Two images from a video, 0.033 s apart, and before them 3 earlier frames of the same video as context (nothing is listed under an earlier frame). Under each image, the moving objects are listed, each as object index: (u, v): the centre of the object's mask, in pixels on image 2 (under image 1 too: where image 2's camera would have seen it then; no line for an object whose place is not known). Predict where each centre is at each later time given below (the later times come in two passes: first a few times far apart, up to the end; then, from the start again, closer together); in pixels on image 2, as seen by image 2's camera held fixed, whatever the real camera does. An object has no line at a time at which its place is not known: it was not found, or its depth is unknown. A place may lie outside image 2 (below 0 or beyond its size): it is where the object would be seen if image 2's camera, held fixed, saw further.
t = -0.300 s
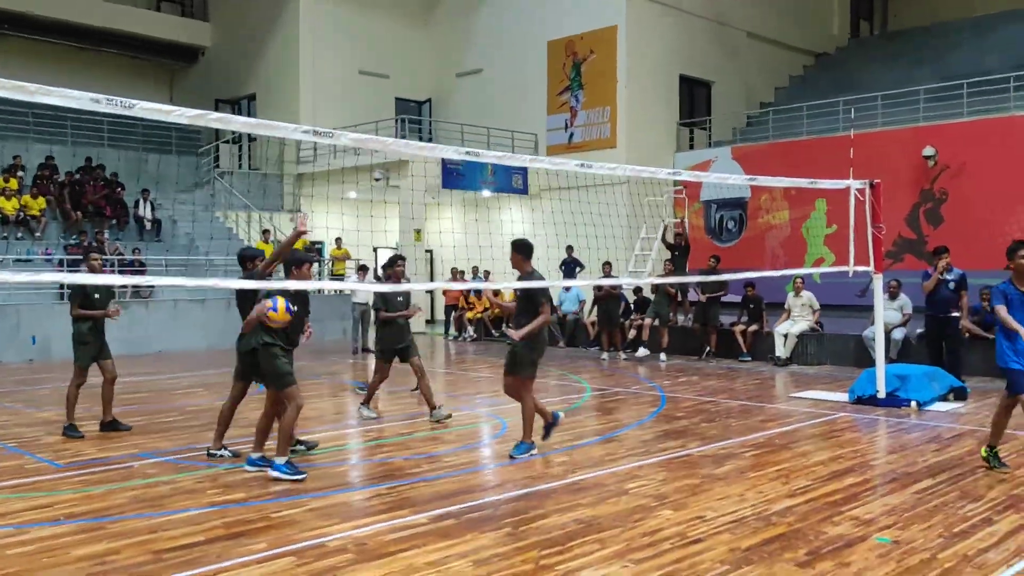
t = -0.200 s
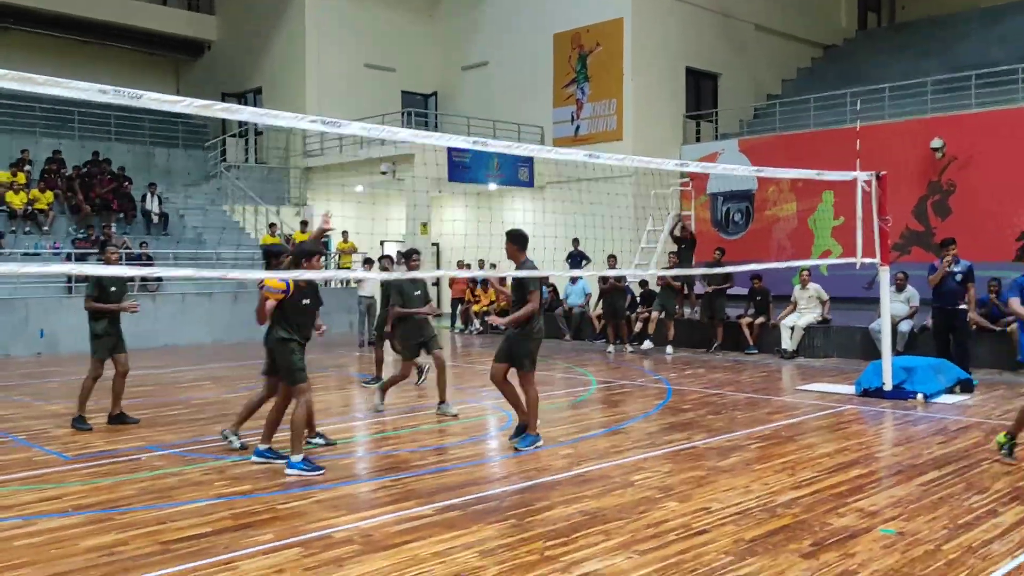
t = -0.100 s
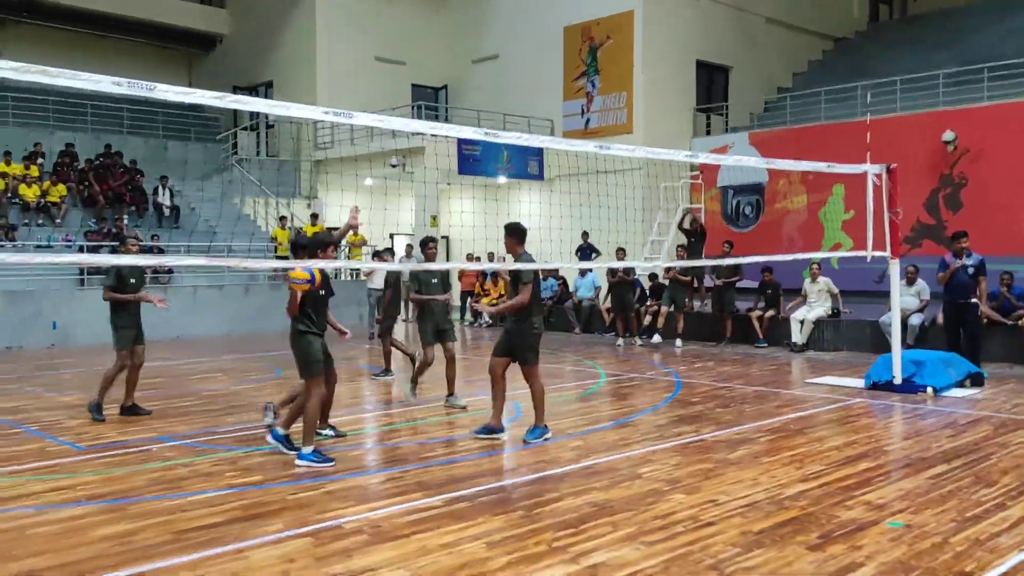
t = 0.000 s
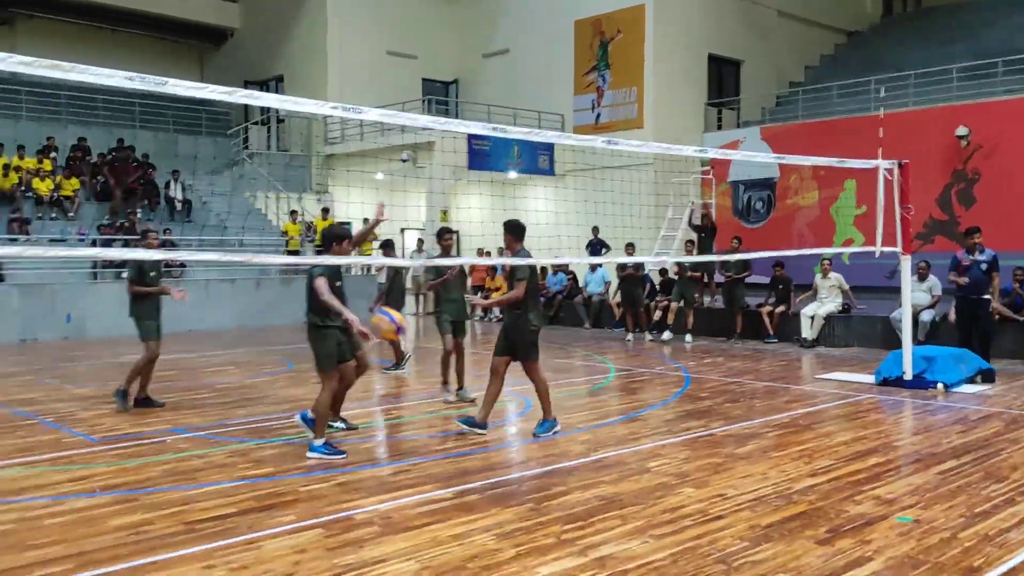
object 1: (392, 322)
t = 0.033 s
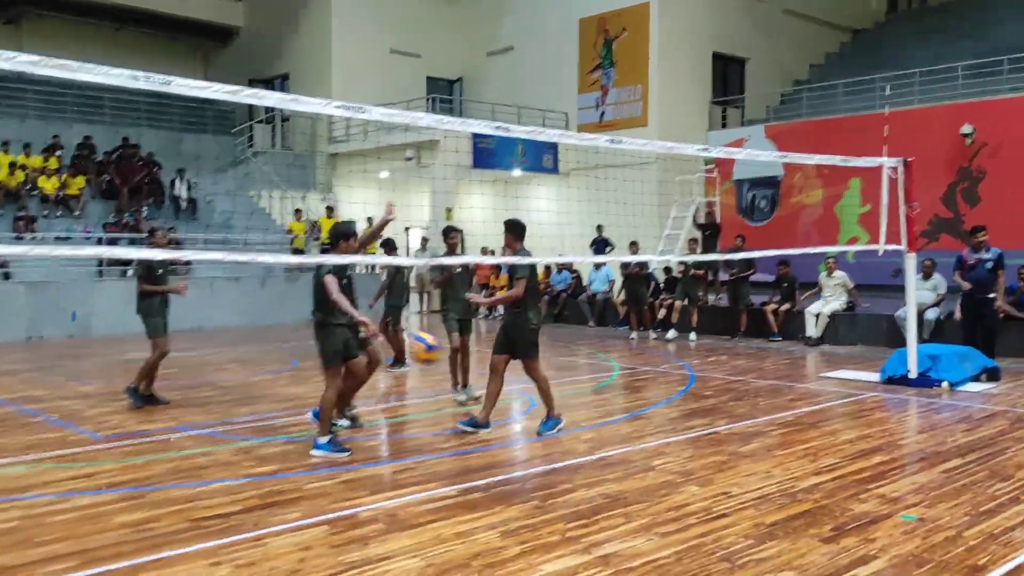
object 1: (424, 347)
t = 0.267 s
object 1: (601, 424)
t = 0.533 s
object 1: (742, 312)
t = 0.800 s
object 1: (898, 312)
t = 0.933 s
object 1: (980, 361)
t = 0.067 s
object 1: (454, 373)
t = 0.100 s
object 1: (481, 404)
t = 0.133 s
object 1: (513, 437)
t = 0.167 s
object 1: (544, 472)
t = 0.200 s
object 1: (567, 468)
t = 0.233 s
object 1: (584, 446)
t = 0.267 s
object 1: (601, 424)
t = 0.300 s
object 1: (618, 404)
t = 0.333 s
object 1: (637, 386)
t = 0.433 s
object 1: (689, 340)
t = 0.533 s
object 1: (742, 312)
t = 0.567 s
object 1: (762, 304)
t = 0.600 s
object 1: (781, 299)
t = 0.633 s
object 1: (799, 297)
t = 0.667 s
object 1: (817, 297)
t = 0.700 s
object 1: (837, 297)
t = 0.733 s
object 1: (857, 299)
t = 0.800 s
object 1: (898, 312)
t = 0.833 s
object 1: (918, 322)
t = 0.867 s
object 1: (936, 330)
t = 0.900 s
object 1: (957, 344)
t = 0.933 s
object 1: (980, 361)
